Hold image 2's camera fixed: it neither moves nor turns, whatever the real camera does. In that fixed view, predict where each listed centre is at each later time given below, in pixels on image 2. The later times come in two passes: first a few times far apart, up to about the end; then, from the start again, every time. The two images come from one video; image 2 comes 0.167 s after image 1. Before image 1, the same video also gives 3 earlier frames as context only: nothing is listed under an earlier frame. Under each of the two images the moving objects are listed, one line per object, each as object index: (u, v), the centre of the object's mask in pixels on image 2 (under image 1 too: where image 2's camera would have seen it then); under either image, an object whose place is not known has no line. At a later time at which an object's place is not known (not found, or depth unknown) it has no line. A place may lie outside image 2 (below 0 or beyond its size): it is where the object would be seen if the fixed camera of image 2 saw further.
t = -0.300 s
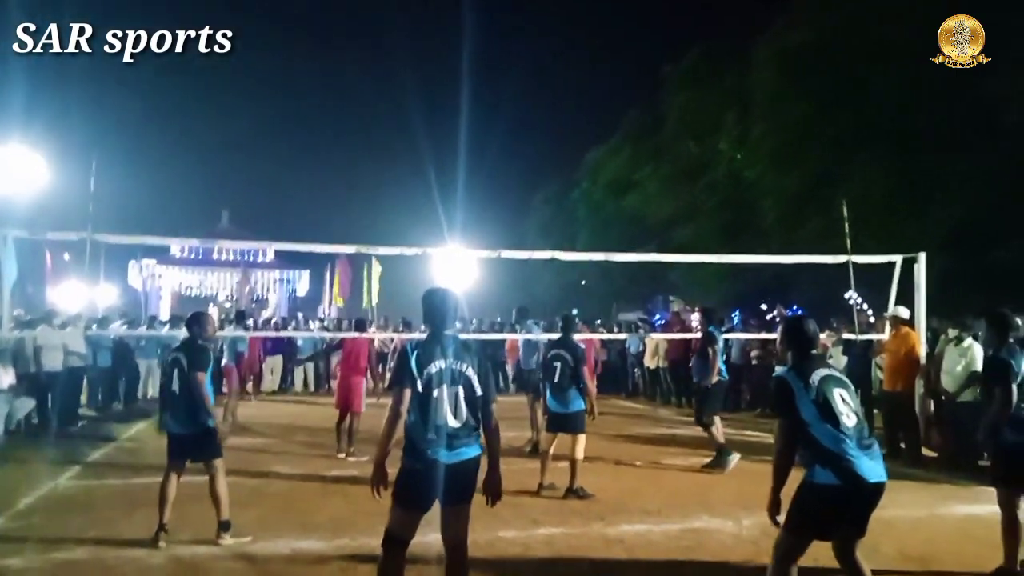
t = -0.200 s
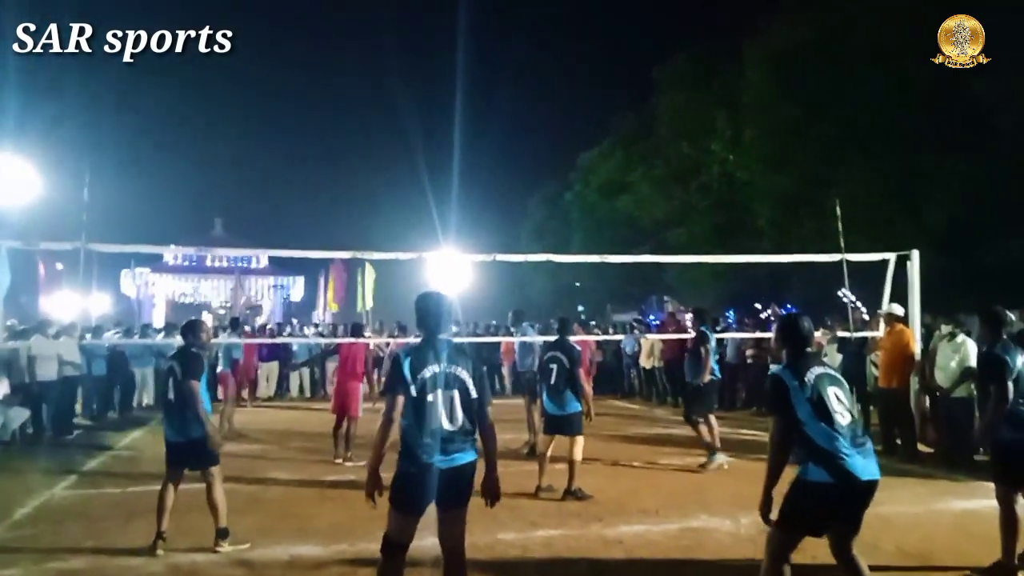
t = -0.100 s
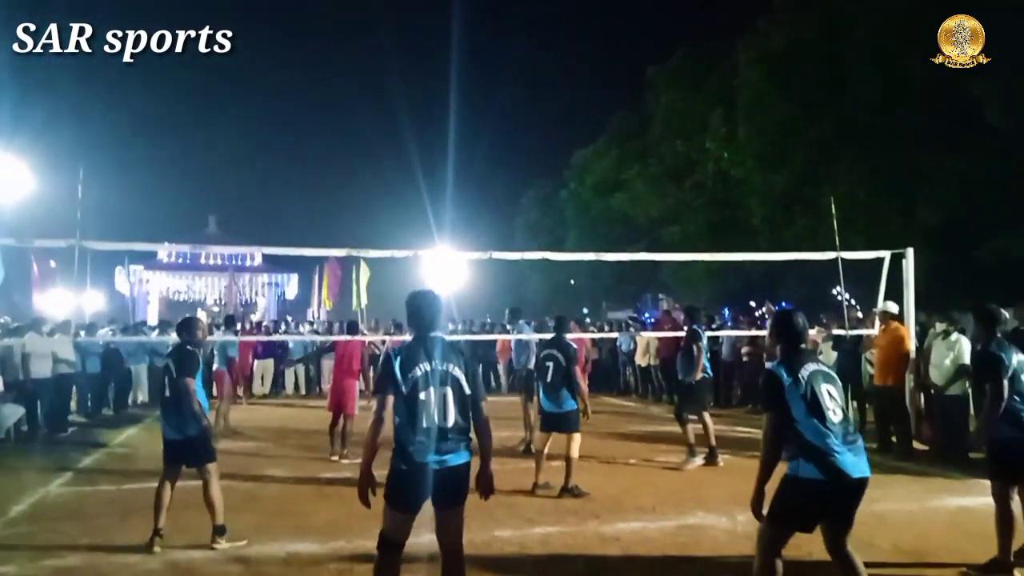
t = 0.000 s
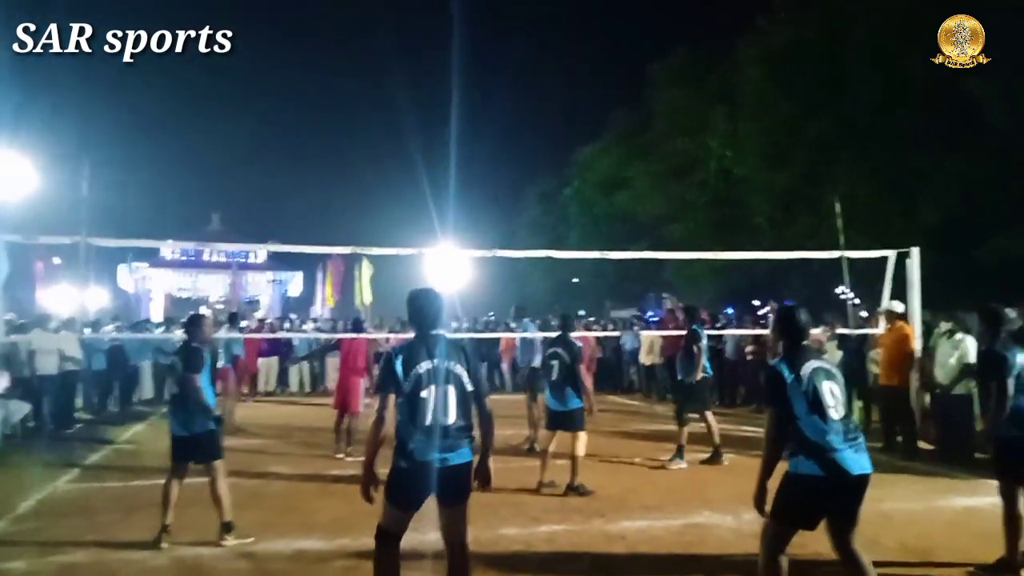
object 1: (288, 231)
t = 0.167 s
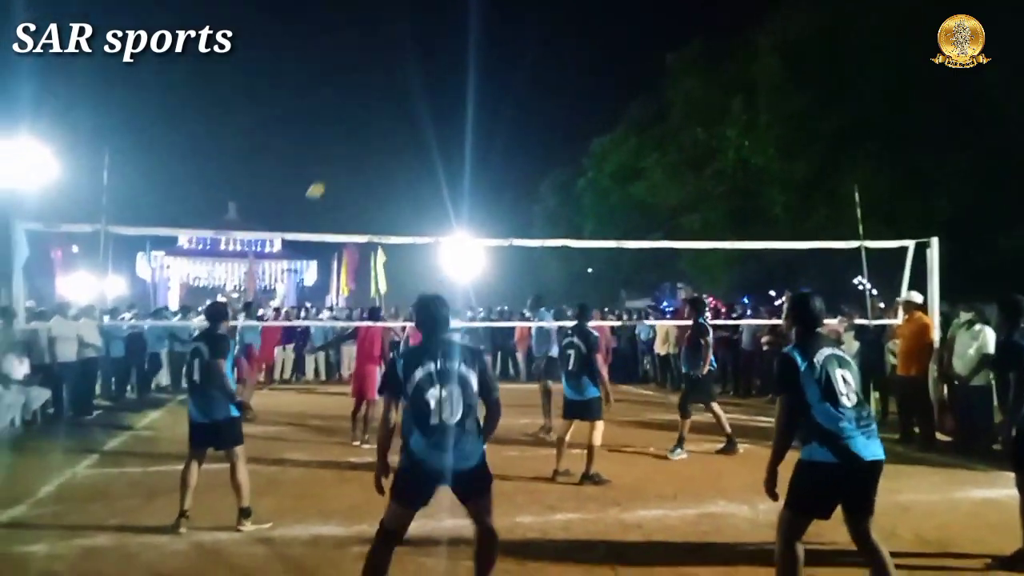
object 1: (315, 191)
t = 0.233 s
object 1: (327, 174)
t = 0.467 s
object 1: (379, 118)
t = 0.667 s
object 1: (440, 88)
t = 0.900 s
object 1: (545, 94)
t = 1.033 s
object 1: (631, 132)
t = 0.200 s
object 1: (321, 182)
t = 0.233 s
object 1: (327, 174)
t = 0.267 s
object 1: (334, 165)
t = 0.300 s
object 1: (341, 156)
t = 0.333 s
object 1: (348, 148)
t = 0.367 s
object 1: (354, 140)
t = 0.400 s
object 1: (362, 133)
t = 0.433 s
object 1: (371, 125)
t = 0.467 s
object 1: (379, 118)
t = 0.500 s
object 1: (387, 112)
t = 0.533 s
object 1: (396, 105)
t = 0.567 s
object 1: (407, 100)
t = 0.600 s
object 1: (417, 95)
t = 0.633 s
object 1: (428, 91)
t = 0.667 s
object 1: (440, 88)
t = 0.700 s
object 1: (453, 86)
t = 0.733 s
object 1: (466, 84)
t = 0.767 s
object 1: (480, 84)
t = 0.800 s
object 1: (495, 85)
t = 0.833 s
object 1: (511, 87)
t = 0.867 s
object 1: (528, 90)
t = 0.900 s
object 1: (545, 94)
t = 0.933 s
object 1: (564, 100)
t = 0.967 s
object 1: (585, 109)
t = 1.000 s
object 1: (607, 119)
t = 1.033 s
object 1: (631, 132)
